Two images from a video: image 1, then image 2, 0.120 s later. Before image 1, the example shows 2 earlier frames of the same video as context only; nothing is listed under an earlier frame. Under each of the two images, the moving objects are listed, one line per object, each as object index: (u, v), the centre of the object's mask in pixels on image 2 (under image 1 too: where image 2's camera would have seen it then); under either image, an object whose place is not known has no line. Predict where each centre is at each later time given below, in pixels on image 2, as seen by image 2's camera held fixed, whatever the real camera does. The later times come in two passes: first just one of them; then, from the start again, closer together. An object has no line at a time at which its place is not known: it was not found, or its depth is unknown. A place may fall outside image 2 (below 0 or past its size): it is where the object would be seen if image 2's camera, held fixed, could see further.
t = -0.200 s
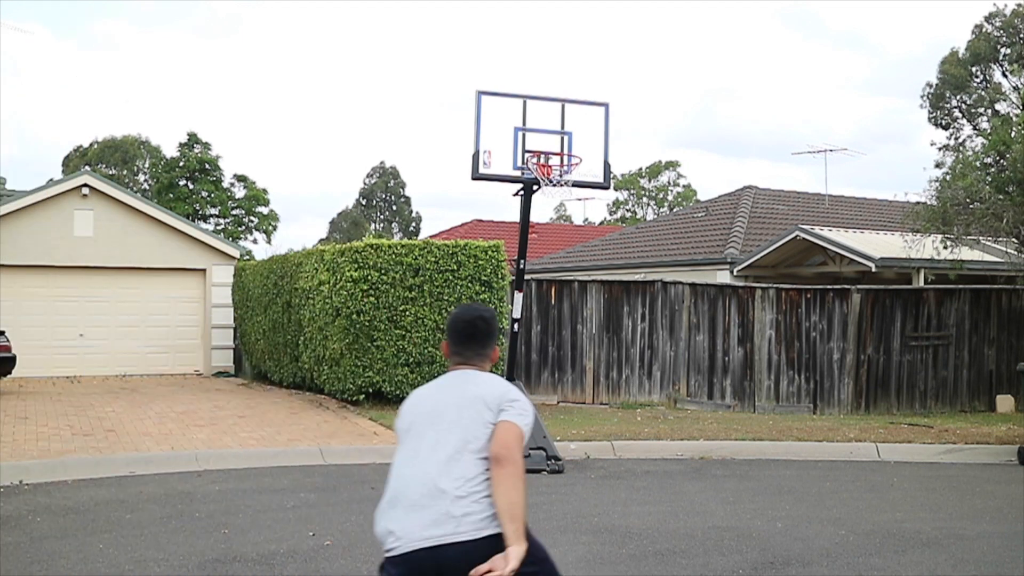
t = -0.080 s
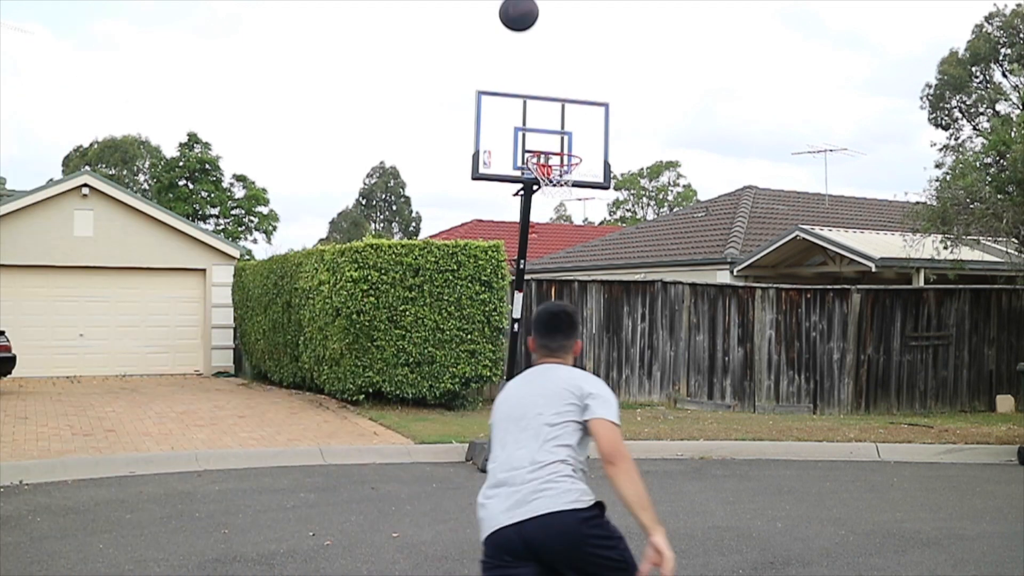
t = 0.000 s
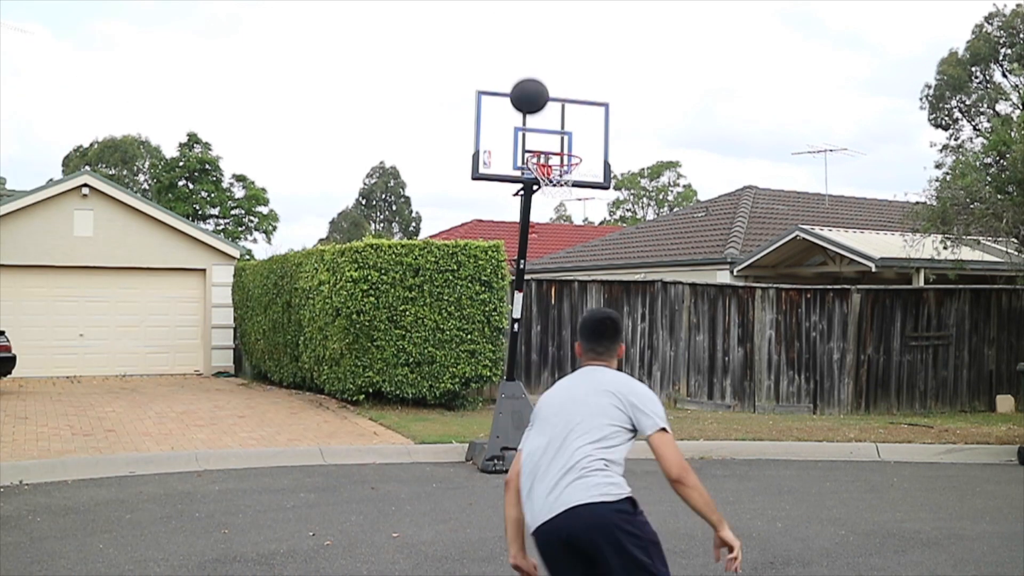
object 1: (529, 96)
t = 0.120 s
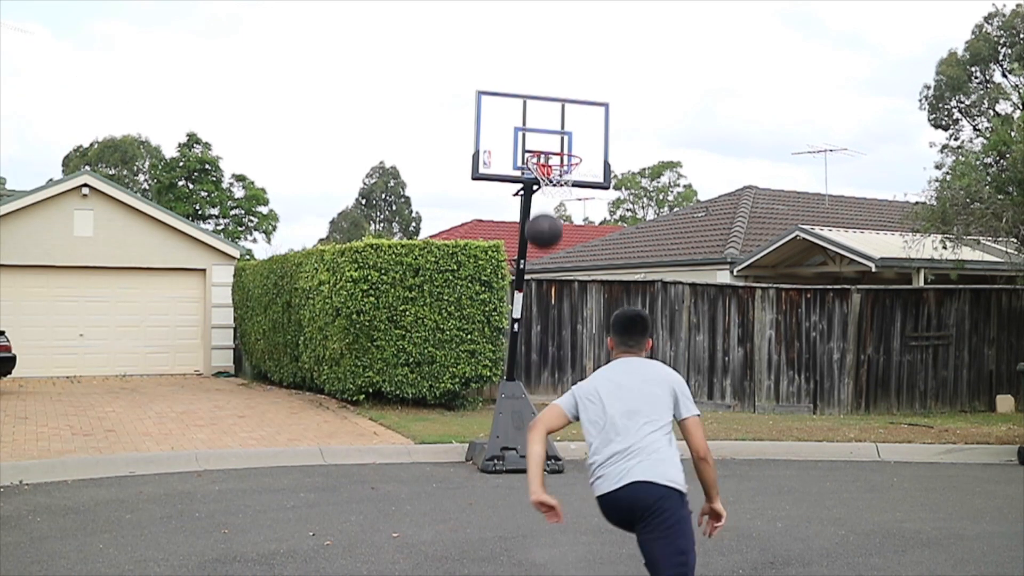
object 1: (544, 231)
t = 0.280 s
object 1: (562, 421)
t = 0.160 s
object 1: (548, 276)
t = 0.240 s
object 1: (557, 372)
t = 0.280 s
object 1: (562, 421)
